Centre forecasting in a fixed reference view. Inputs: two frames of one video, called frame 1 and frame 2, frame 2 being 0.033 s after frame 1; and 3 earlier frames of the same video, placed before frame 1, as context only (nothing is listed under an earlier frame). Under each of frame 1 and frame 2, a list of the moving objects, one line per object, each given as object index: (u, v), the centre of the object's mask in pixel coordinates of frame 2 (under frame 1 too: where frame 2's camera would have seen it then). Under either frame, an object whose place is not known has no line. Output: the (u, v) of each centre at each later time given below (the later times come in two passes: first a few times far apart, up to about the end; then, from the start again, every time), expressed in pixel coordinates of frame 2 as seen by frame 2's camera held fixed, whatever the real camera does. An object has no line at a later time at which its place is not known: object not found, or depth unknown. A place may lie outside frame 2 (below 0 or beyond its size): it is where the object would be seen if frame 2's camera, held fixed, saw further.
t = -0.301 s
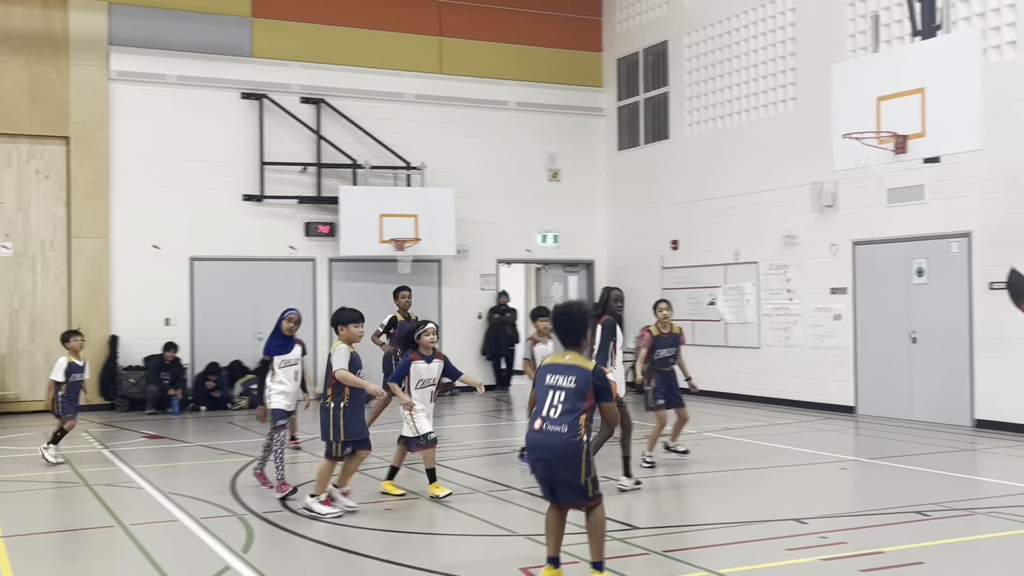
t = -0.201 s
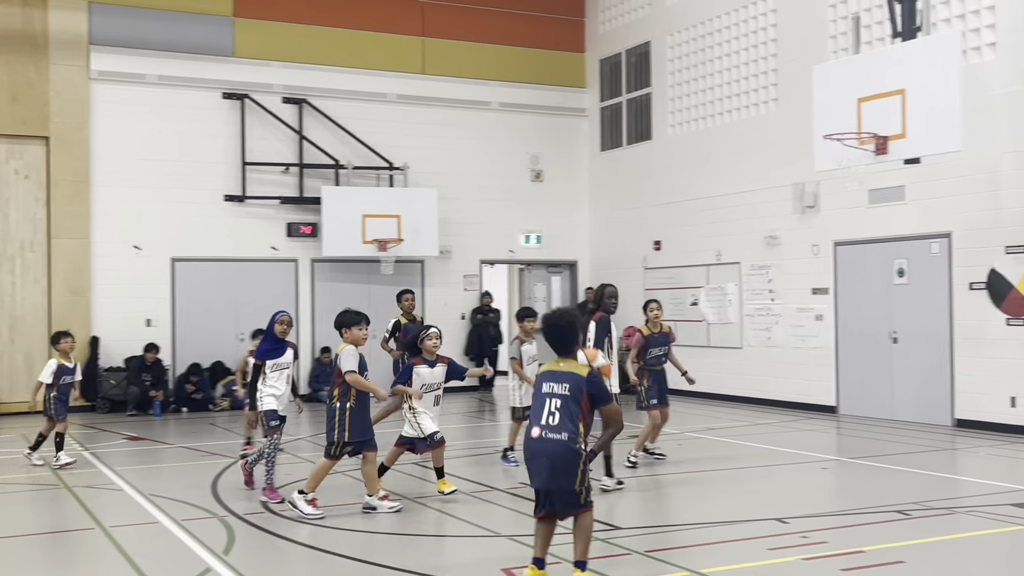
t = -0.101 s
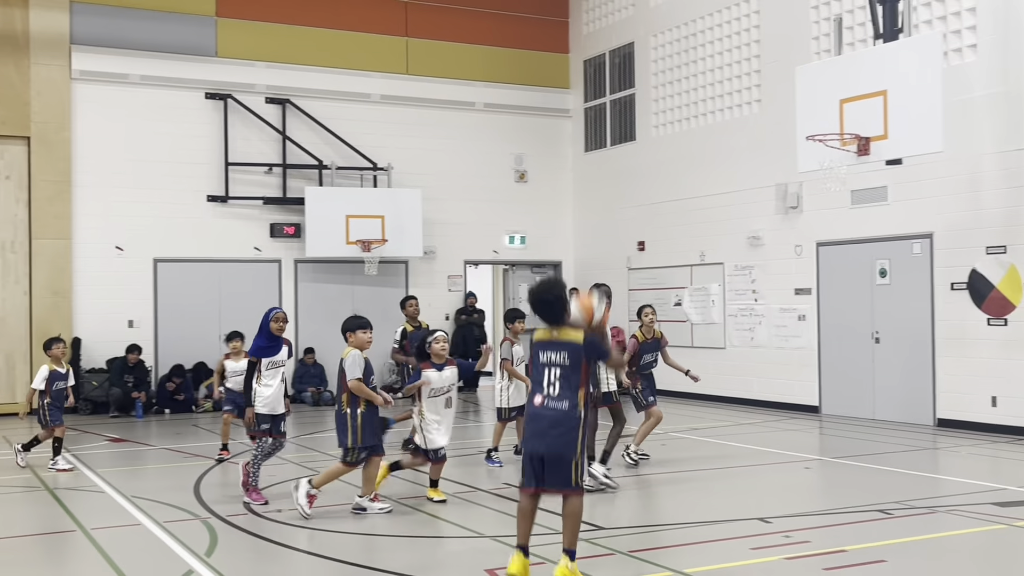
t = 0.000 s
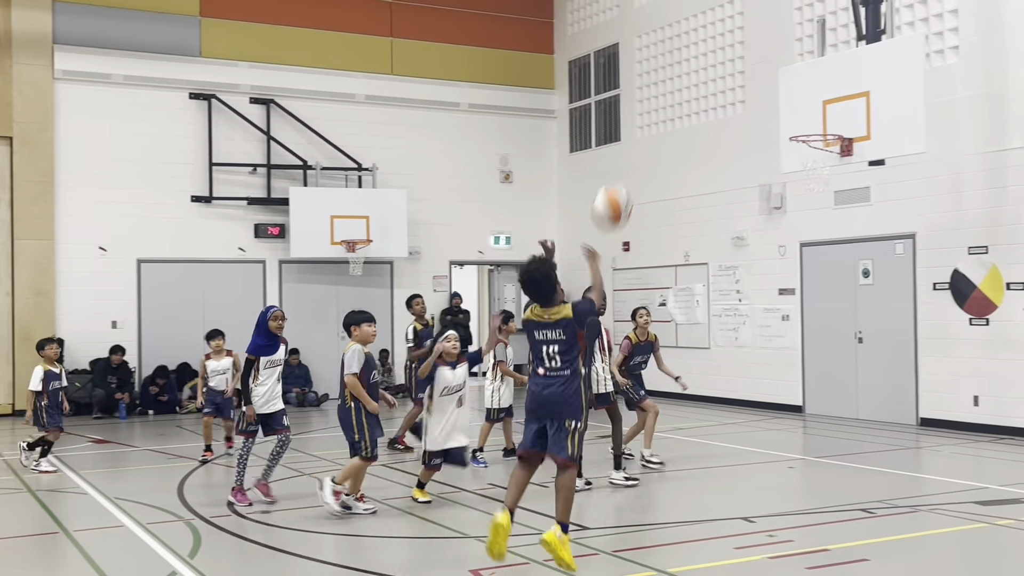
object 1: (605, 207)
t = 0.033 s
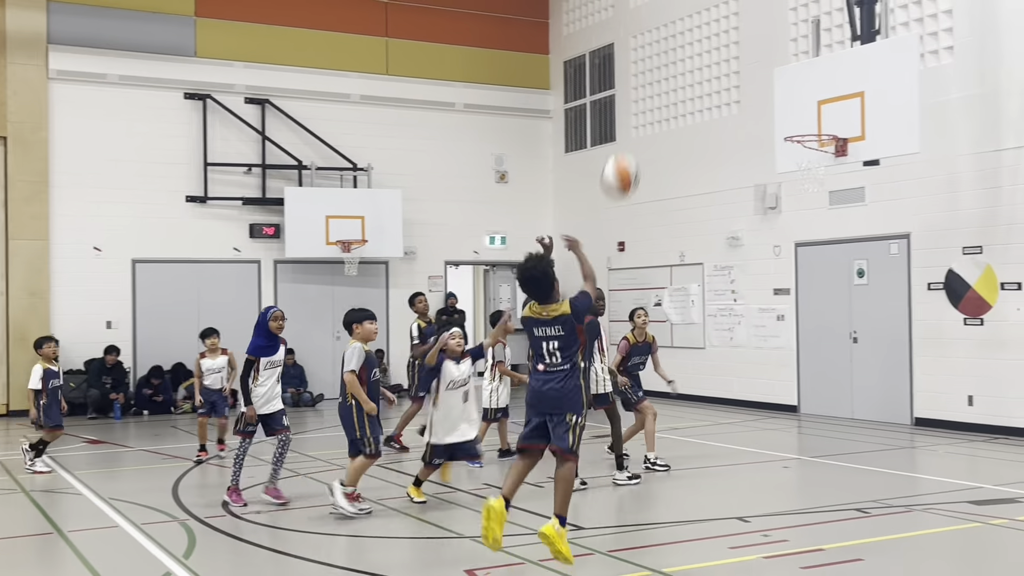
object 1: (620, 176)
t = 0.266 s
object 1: (698, 41)
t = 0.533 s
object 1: (766, 6)
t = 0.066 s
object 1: (634, 149)
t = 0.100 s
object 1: (646, 123)
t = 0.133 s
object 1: (657, 102)
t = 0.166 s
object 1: (668, 84)
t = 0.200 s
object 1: (679, 66)
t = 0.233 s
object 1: (688, 52)
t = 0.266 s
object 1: (698, 41)
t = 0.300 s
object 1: (708, 29)
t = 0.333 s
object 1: (717, 20)
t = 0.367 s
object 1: (727, 13)
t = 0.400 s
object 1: (735, 9)
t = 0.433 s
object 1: (743, 7)
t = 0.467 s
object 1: (751, 6)
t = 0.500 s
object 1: (759, 5)
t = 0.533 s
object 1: (766, 6)
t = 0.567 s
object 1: (773, 7)
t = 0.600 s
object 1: (780, 9)
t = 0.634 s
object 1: (788, 13)
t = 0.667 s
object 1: (794, 20)
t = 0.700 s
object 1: (801, 26)
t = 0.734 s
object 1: (806, 34)
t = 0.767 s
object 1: (811, 43)
